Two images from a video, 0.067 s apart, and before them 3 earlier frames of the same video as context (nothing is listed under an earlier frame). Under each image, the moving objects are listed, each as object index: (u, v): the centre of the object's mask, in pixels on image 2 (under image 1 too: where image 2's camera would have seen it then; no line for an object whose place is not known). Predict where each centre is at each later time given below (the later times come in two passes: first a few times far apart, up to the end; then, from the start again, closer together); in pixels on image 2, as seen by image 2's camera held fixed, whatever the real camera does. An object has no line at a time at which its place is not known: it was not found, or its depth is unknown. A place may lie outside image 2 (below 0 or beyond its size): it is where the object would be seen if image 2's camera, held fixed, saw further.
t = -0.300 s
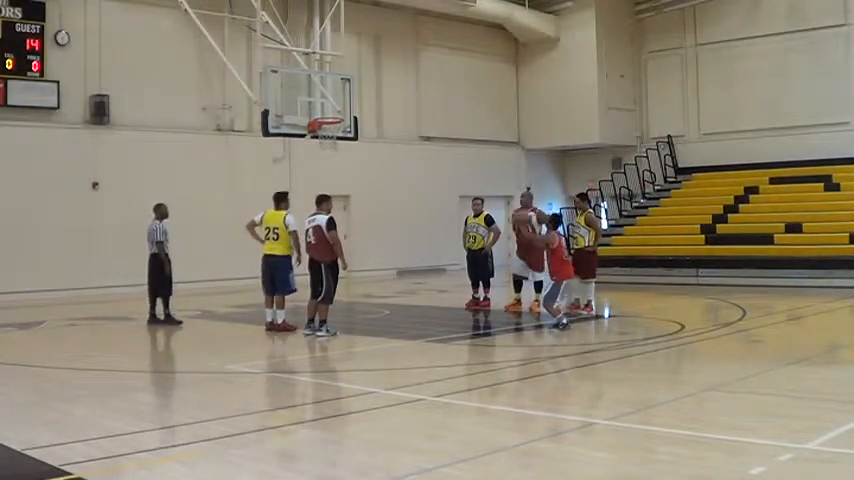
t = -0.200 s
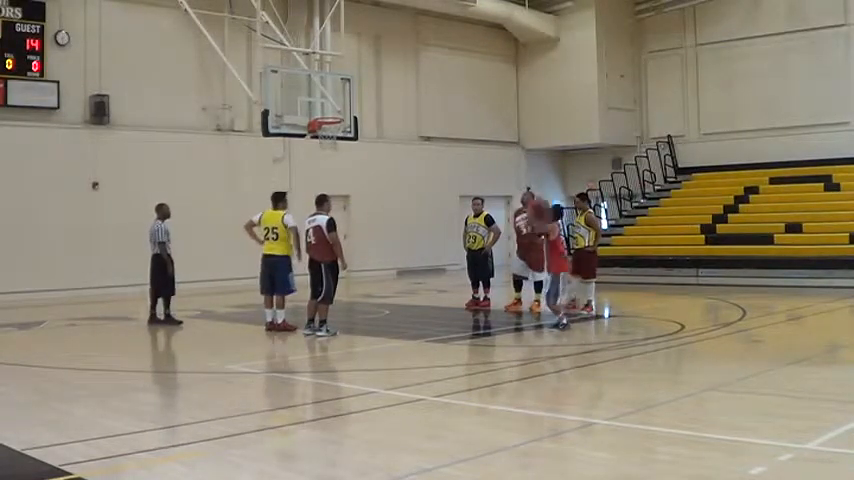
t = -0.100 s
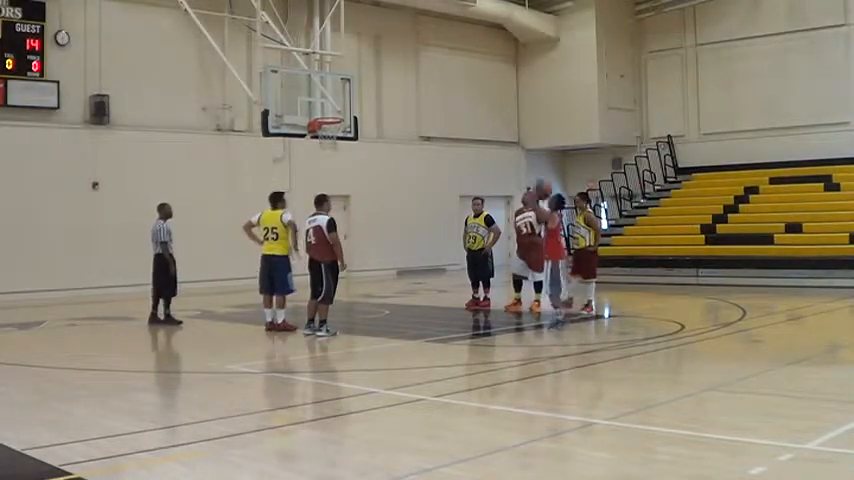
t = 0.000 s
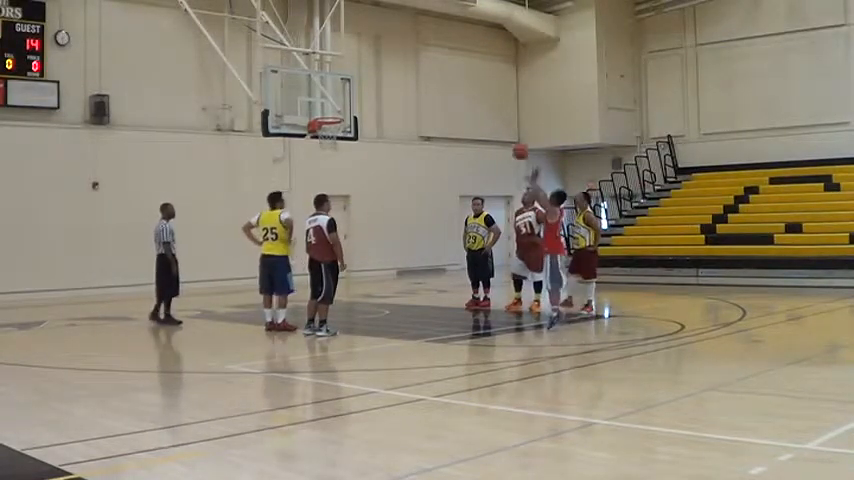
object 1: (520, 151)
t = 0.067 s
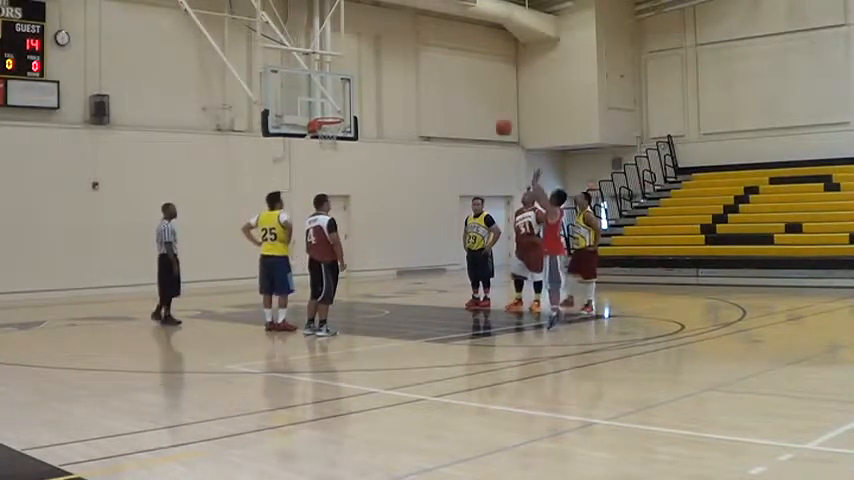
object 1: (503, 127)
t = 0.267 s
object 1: (454, 79)
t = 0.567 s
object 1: (389, 63)
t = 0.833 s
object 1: (340, 96)
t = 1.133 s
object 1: (344, 159)
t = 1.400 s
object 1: (374, 240)
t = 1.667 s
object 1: (400, 269)
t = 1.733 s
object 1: (405, 249)
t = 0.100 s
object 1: (495, 117)
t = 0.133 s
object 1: (487, 107)
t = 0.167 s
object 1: (478, 99)
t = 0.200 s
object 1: (469, 91)
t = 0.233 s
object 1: (461, 85)
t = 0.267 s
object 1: (454, 79)
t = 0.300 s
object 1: (446, 74)
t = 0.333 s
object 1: (438, 70)
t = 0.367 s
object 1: (431, 67)
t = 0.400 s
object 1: (423, 63)
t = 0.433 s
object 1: (416, 62)
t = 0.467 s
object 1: (409, 61)
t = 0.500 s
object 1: (402, 61)
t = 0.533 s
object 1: (396, 61)
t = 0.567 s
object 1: (389, 63)
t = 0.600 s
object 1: (385, 64)
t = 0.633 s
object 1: (376, 67)
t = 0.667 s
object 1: (370, 70)
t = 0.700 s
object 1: (364, 73)
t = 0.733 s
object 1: (358, 78)
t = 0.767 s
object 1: (351, 84)
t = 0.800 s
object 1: (345, 87)
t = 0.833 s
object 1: (340, 96)
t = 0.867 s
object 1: (334, 103)
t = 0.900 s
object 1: (328, 110)
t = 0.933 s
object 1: (323, 119)
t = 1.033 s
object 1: (333, 141)
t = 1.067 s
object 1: (337, 145)
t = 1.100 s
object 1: (340, 152)
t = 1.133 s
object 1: (344, 159)
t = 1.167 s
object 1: (347, 167)
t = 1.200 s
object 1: (351, 175)
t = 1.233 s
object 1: (355, 184)
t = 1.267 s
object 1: (359, 194)
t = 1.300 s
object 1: (362, 204)
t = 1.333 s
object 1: (367, 215)
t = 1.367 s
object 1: (370, 227)
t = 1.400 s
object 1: (374, 240)
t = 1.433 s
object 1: (377, 254)
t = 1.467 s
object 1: (381, 268)
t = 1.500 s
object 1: (385, 282)
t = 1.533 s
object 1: (390, 297)
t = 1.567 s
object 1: (392, 302)
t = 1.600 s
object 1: (395, 291)
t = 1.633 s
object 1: (398, 279)
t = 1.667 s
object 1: (400, 269)
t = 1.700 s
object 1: (403, 259)
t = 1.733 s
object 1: (405, 249)
